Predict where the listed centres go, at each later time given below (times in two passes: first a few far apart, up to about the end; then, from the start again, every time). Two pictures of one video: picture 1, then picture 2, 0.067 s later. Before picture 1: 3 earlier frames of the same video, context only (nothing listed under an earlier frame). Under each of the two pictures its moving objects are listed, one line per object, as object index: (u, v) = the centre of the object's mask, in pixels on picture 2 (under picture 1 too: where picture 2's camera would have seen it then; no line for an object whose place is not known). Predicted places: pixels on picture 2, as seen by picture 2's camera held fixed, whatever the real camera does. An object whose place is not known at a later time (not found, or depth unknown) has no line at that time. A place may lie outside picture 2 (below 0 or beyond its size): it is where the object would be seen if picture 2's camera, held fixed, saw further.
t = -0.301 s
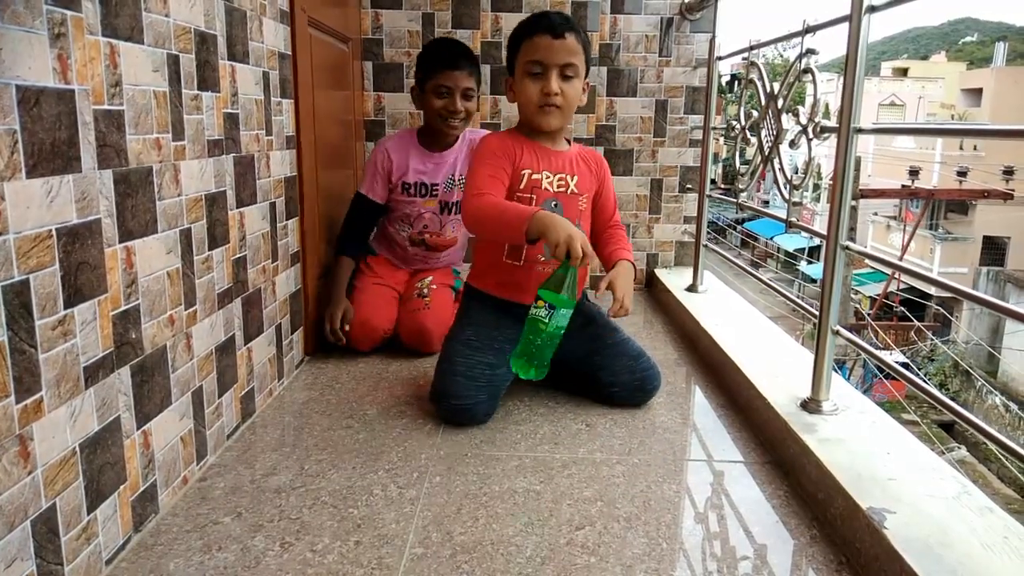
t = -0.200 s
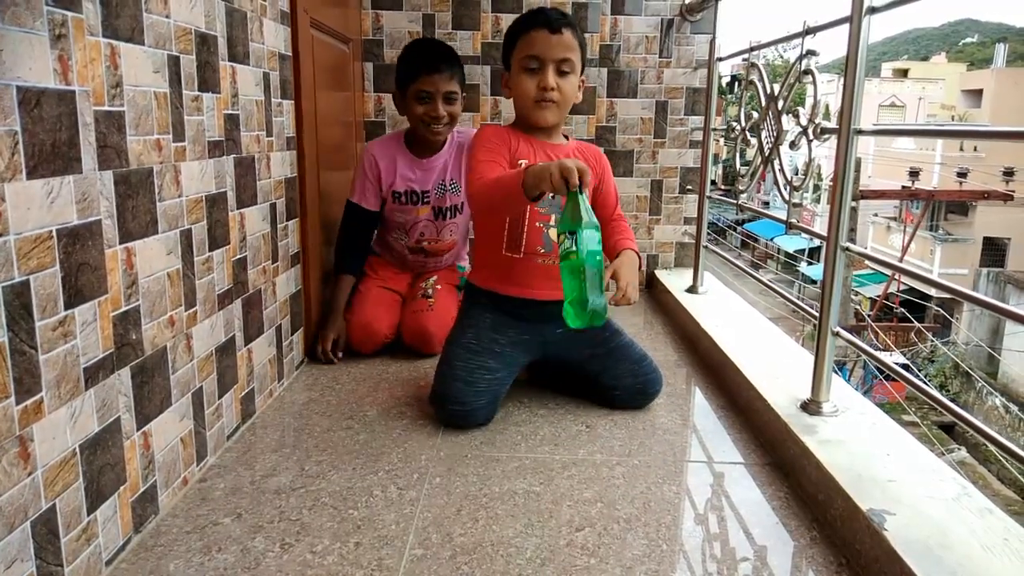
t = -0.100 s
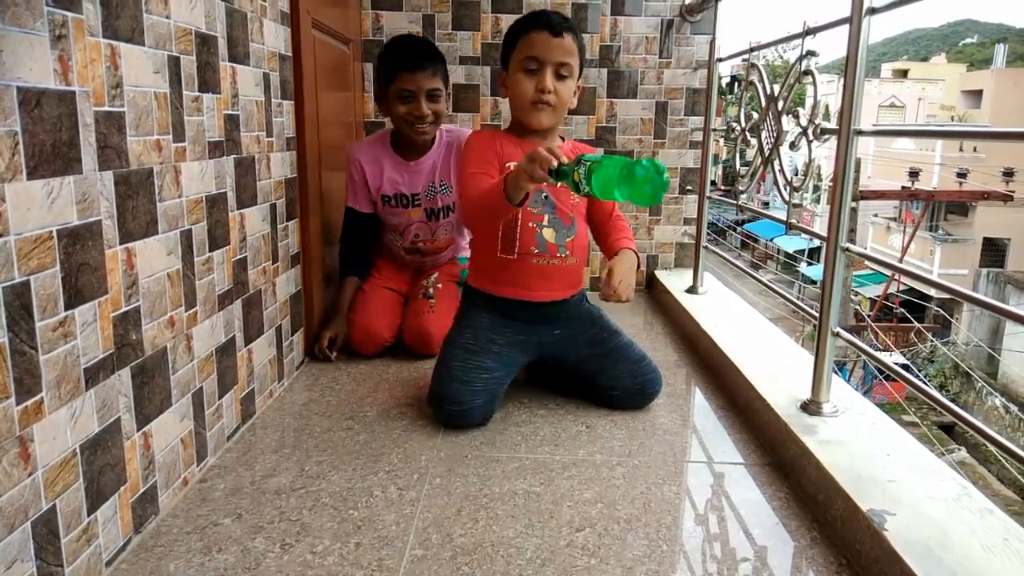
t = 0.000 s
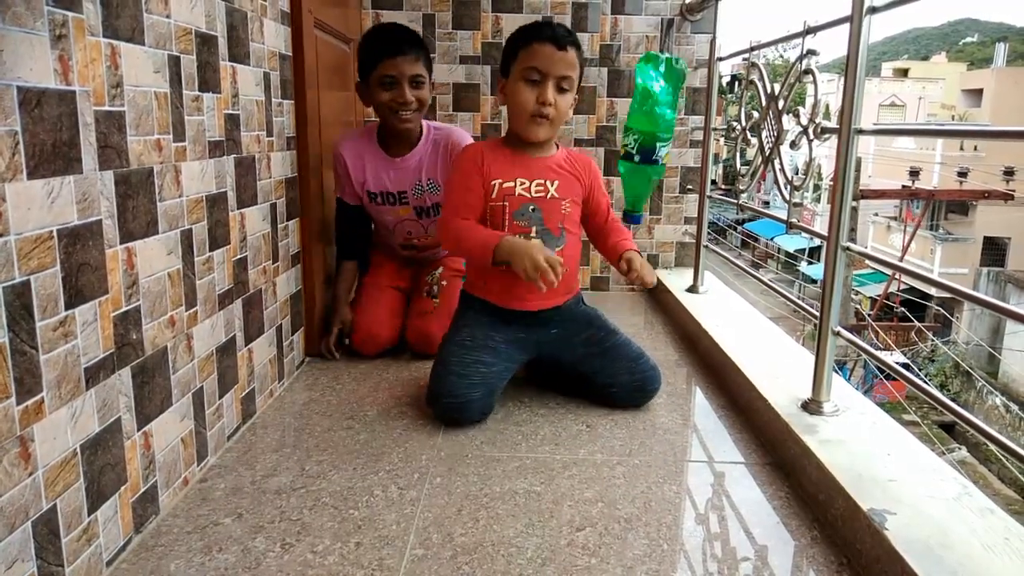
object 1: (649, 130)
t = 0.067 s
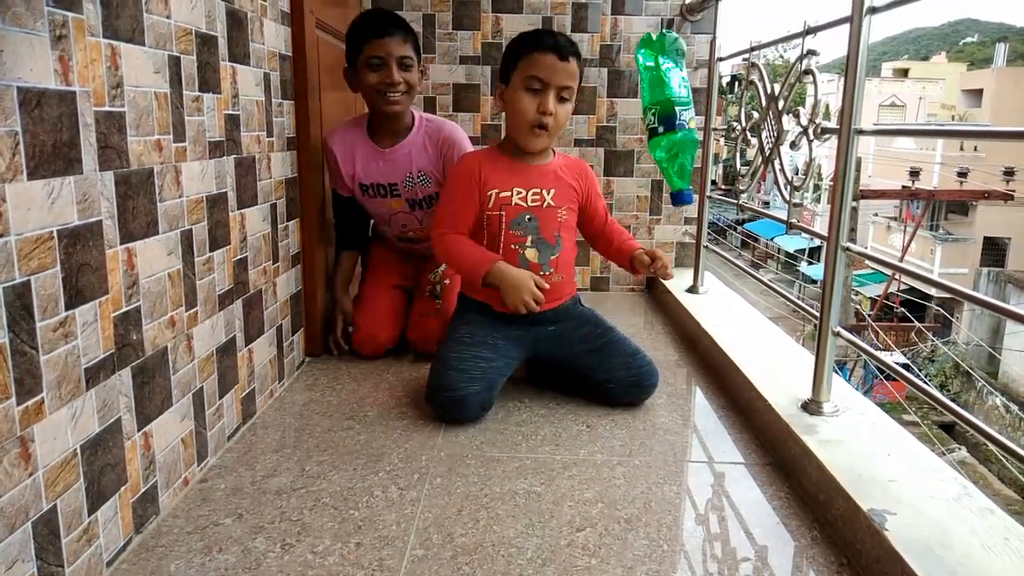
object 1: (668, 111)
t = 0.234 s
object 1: (700, 225)
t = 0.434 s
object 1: (720, 484)
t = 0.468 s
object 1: (724, 485)
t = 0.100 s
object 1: (676, 114)
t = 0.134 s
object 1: (683, 130)
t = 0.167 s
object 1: (690, 154)
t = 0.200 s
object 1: (696, 186)
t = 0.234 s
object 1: (700, 225)
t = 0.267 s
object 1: (704, 271)
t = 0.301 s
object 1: (707, 324)
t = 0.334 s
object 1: (710, 382)
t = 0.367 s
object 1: (712, 448)
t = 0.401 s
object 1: (714, 489)
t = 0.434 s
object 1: (720, 484)
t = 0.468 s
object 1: (724, 485)
